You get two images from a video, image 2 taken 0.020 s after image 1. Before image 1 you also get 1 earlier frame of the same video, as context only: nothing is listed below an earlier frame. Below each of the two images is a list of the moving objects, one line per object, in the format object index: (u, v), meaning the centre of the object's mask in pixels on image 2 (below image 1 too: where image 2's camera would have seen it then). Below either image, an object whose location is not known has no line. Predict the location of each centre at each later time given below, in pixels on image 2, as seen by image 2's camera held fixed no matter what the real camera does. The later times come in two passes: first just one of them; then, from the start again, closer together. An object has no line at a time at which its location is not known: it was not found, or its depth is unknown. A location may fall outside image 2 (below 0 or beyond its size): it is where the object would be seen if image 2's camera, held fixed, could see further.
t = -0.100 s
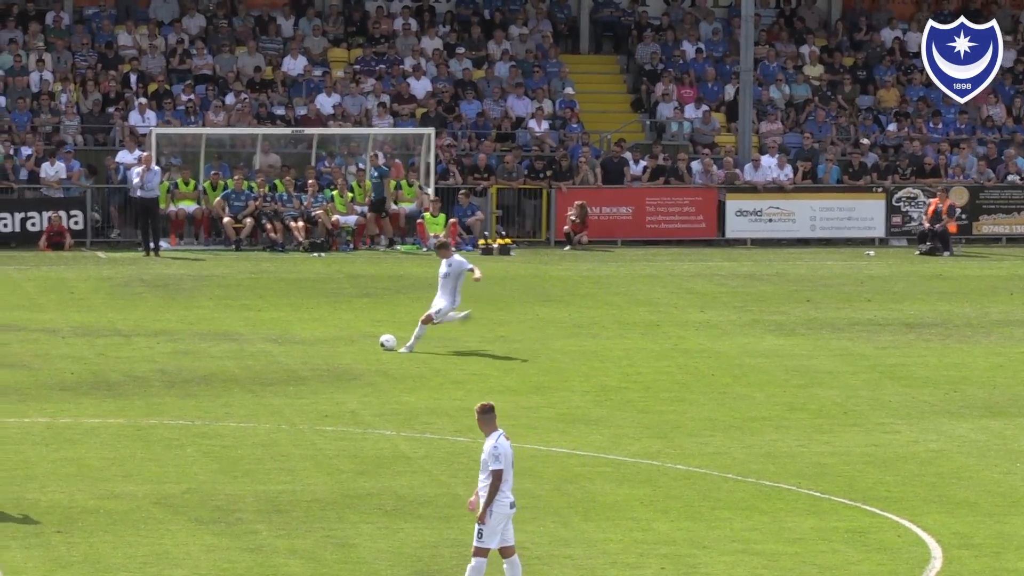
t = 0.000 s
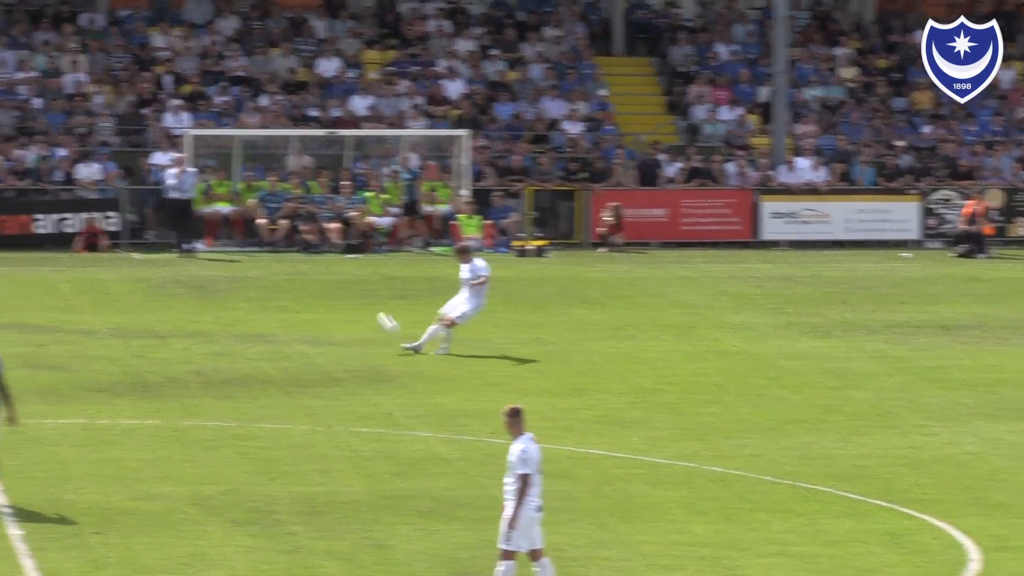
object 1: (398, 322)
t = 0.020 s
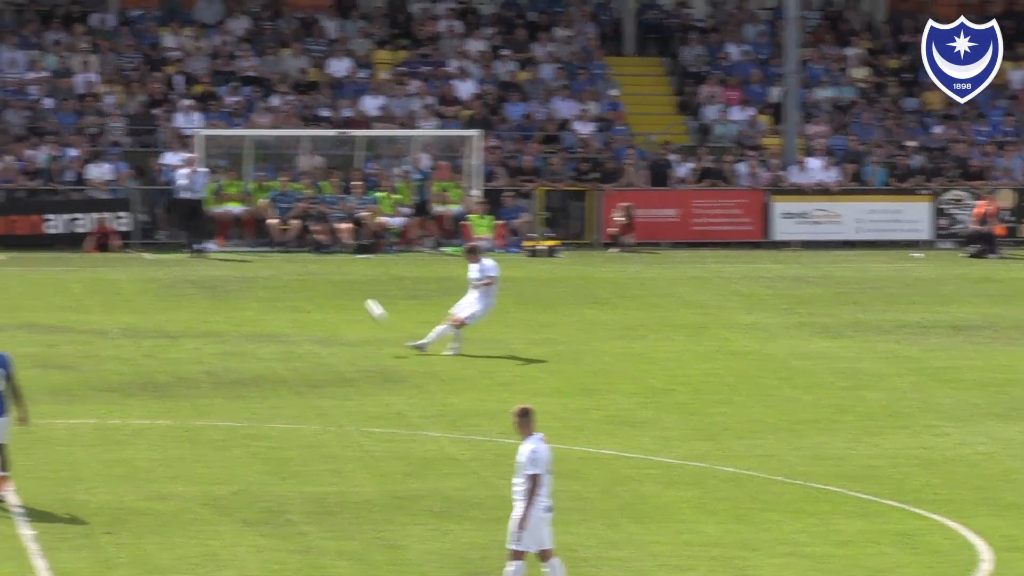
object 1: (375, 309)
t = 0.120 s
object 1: (260, 246)
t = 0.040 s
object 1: (353, 297)
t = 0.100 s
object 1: (285, 259)
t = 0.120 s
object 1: (260, 246)
